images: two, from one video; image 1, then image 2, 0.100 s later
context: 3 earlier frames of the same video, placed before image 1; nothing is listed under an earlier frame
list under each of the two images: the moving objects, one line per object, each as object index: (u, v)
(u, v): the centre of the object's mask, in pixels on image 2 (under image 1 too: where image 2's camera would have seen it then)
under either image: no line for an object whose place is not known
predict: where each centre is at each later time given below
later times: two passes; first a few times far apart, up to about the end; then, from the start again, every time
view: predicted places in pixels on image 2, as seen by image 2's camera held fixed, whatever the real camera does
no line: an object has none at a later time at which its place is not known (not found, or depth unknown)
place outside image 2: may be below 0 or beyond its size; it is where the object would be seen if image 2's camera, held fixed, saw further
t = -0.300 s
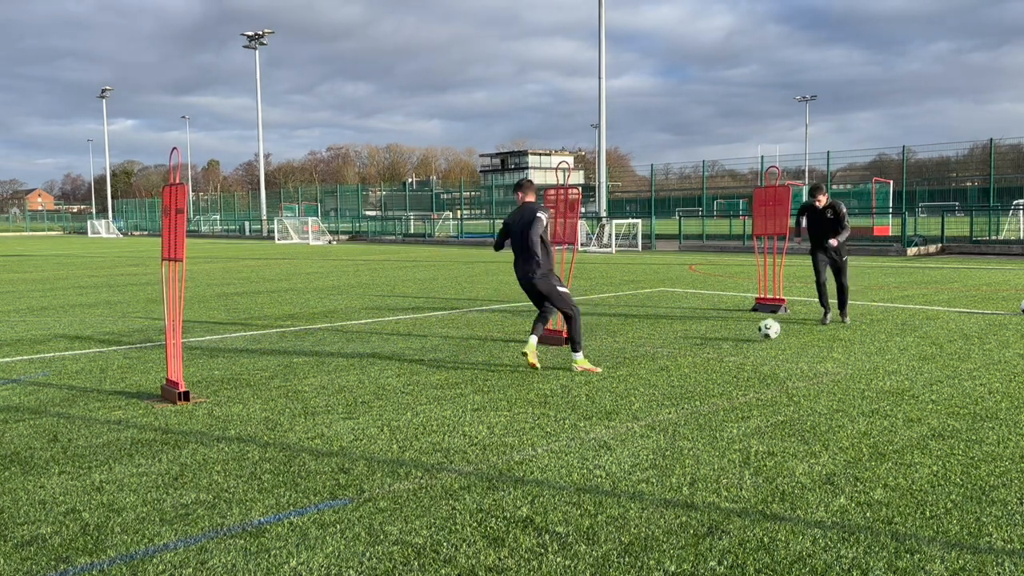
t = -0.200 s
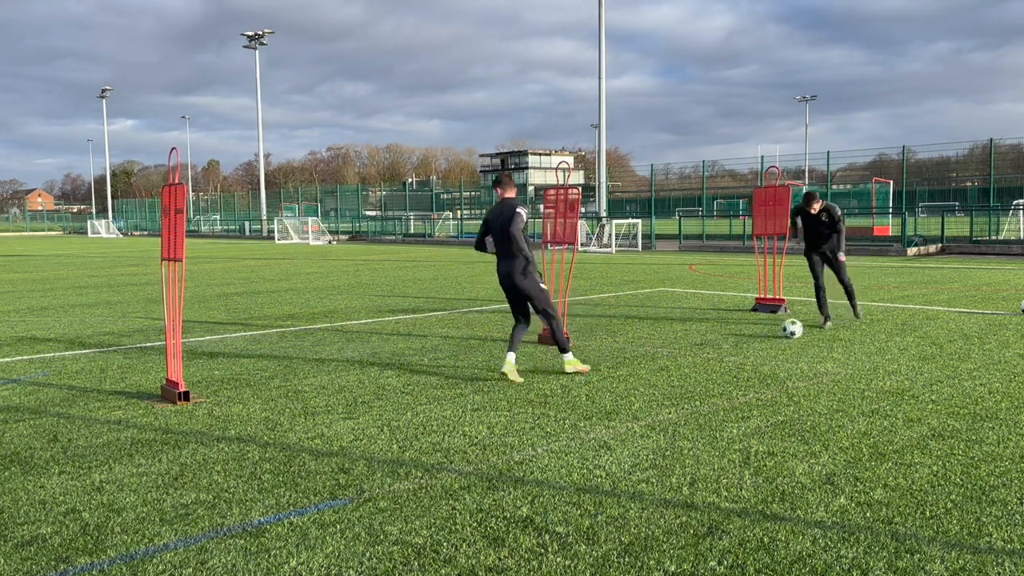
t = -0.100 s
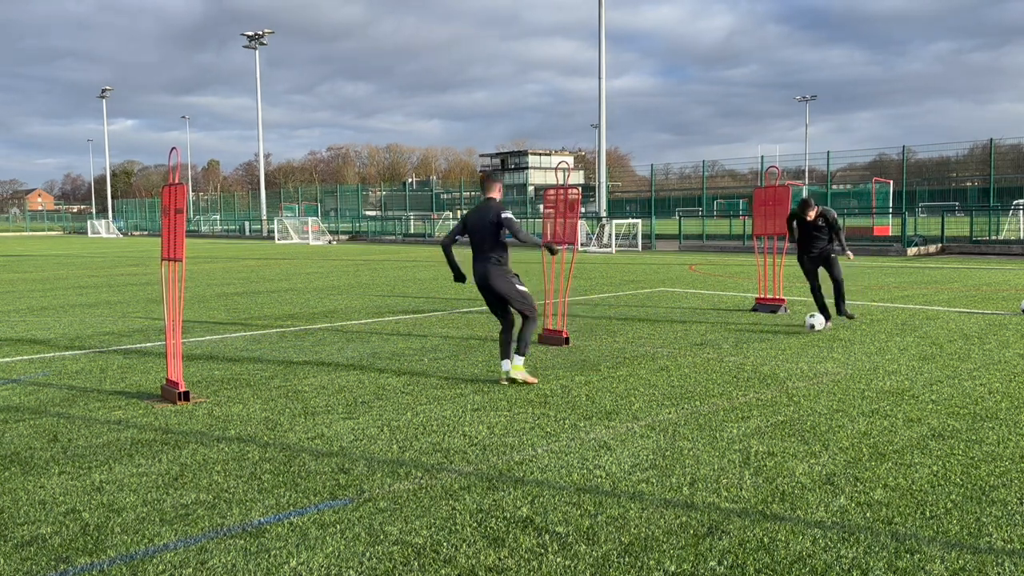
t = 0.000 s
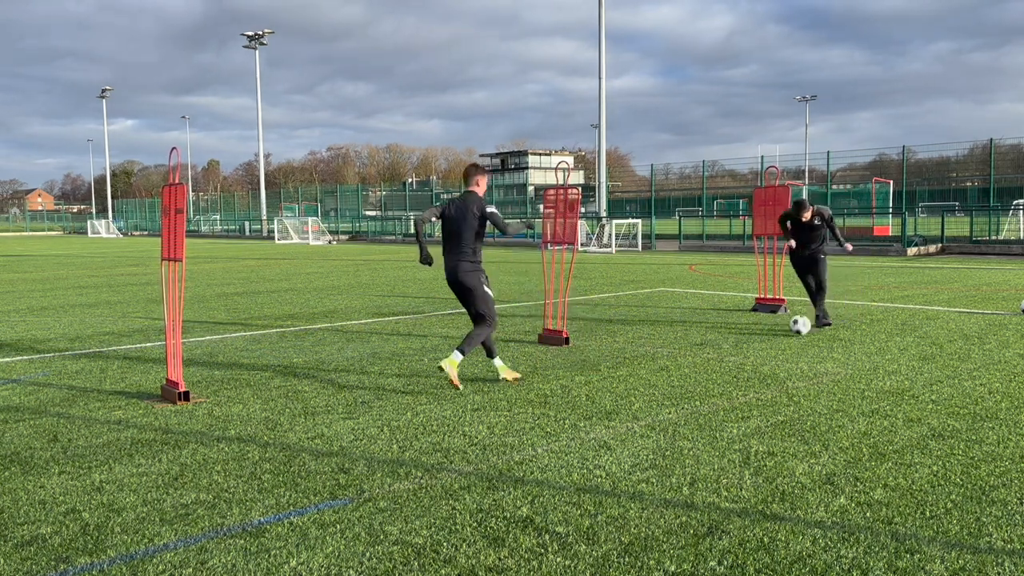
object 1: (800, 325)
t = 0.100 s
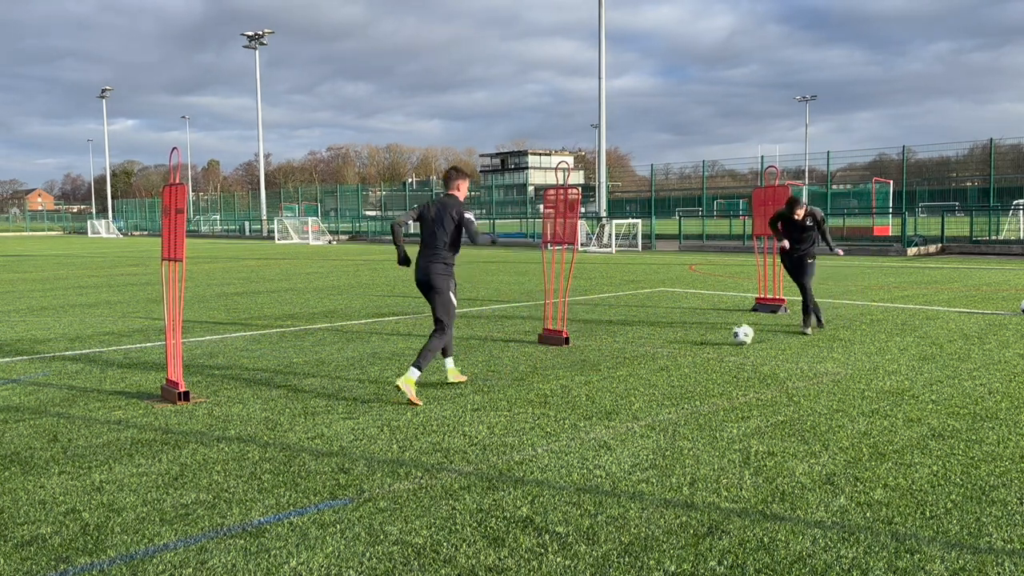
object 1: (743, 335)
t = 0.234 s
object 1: (662, 348)
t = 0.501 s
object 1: (498, 369)
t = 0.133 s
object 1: (724, 336)
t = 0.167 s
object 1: (703, 339)
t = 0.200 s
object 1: (683, 343)
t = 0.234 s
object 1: (662, 348)
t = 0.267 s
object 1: (642, 349)
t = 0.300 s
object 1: (622, 352)
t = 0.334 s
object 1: (601, 355)
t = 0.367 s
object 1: (580, 358)
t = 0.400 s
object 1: (560, 361)
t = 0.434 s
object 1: (539, 364)
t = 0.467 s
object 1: (518, 367)
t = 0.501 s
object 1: (498, 369)
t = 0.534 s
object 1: (477, 372)
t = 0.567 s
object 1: (456, 376)
